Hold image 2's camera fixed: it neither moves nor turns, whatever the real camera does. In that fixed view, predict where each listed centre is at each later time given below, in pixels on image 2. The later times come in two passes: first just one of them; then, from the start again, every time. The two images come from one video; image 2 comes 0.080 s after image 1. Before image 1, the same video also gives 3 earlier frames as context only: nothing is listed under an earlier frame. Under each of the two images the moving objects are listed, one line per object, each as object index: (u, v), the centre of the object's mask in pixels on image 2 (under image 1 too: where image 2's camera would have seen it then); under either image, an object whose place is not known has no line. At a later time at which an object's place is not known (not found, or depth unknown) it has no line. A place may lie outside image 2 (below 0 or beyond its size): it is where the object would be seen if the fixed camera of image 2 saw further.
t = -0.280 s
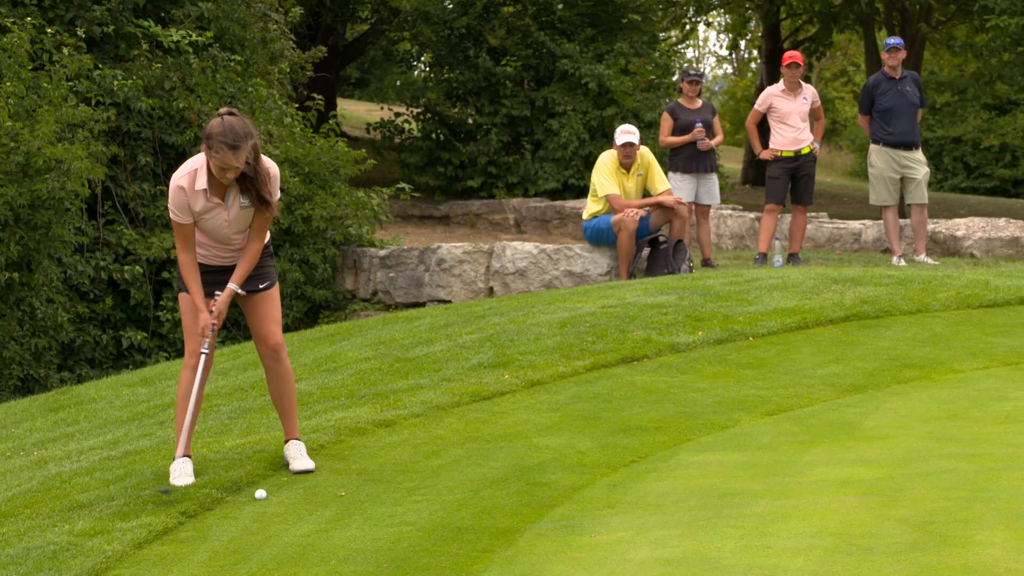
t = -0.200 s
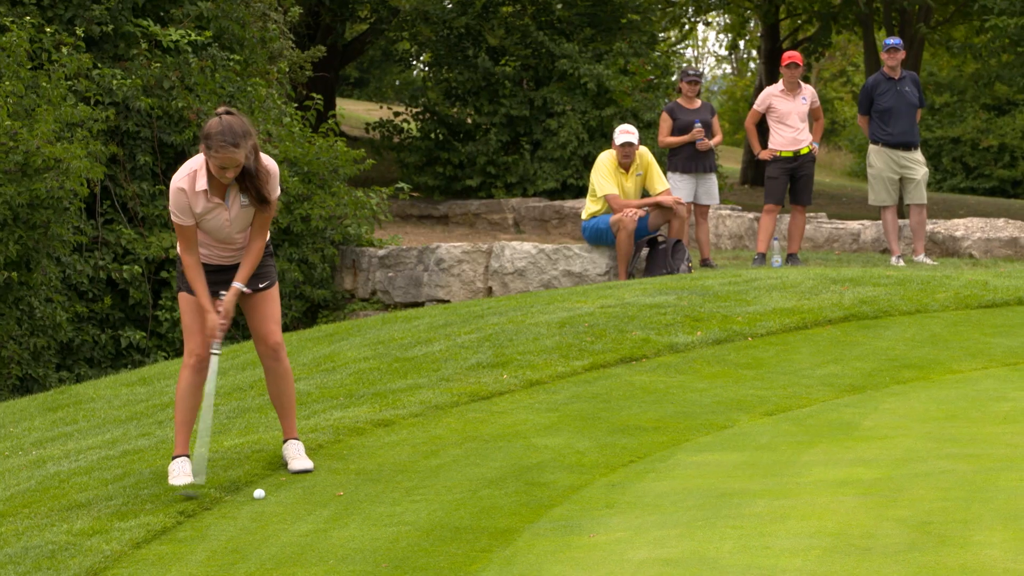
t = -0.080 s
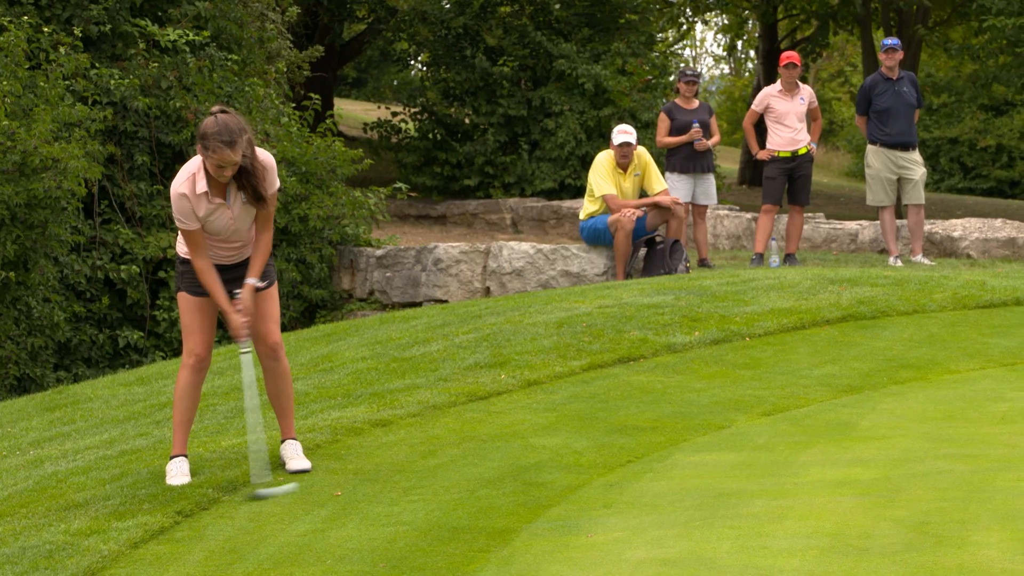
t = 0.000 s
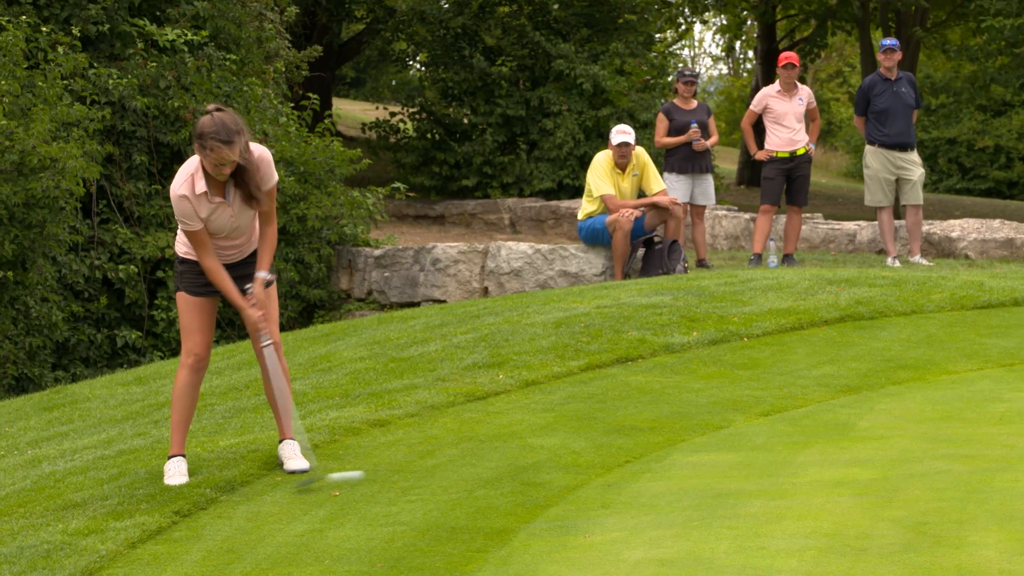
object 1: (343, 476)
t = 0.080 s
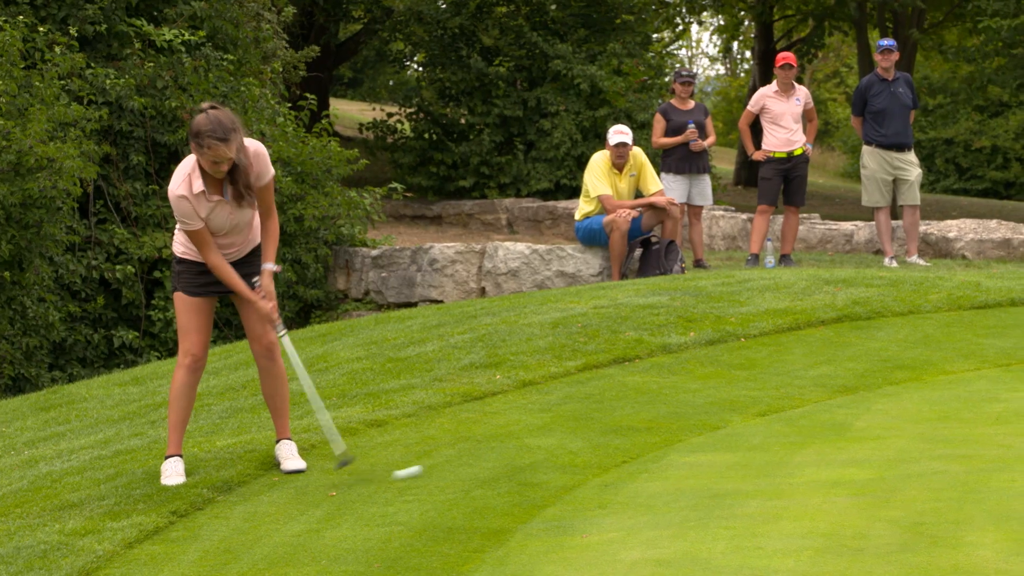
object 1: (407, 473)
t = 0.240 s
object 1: (508, 461)
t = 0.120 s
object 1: (433, 467)
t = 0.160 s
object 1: (459, 466)
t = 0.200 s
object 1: (484, 465)
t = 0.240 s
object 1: (508, 461)
